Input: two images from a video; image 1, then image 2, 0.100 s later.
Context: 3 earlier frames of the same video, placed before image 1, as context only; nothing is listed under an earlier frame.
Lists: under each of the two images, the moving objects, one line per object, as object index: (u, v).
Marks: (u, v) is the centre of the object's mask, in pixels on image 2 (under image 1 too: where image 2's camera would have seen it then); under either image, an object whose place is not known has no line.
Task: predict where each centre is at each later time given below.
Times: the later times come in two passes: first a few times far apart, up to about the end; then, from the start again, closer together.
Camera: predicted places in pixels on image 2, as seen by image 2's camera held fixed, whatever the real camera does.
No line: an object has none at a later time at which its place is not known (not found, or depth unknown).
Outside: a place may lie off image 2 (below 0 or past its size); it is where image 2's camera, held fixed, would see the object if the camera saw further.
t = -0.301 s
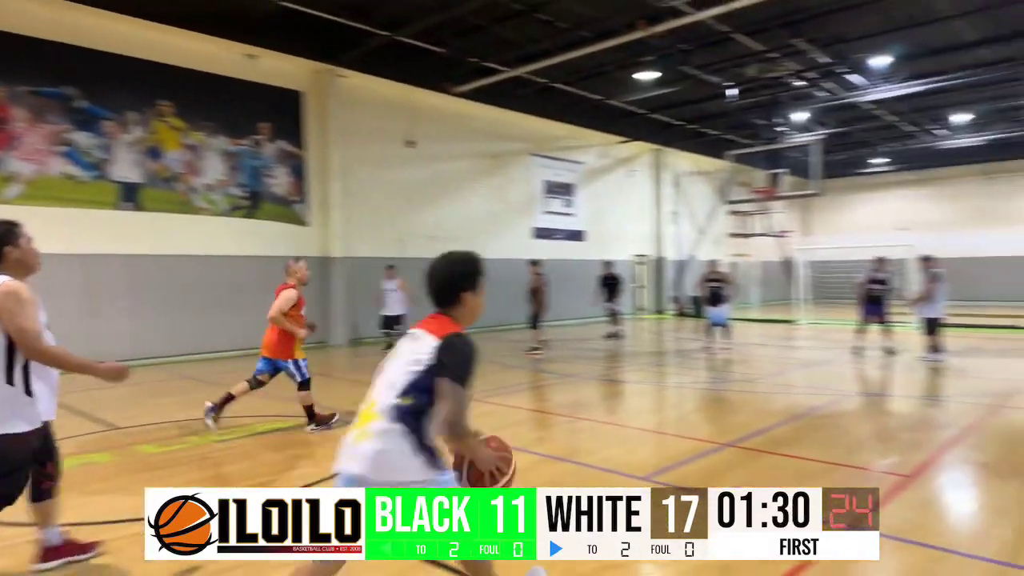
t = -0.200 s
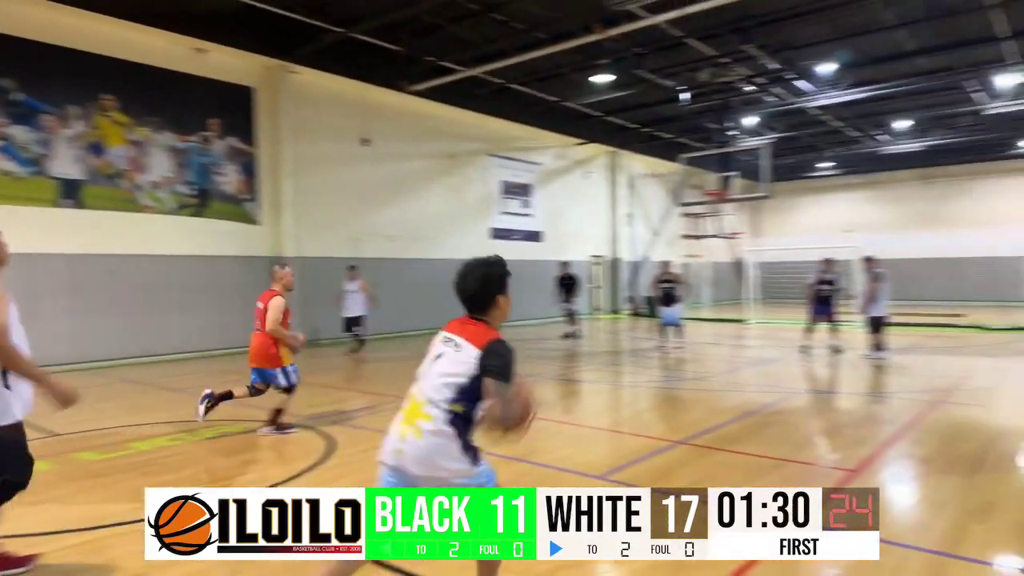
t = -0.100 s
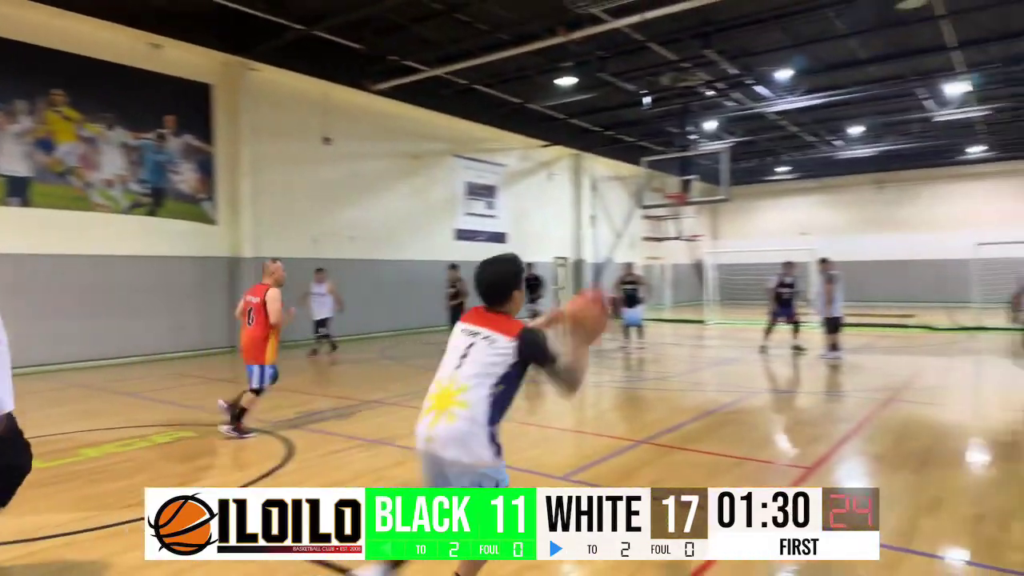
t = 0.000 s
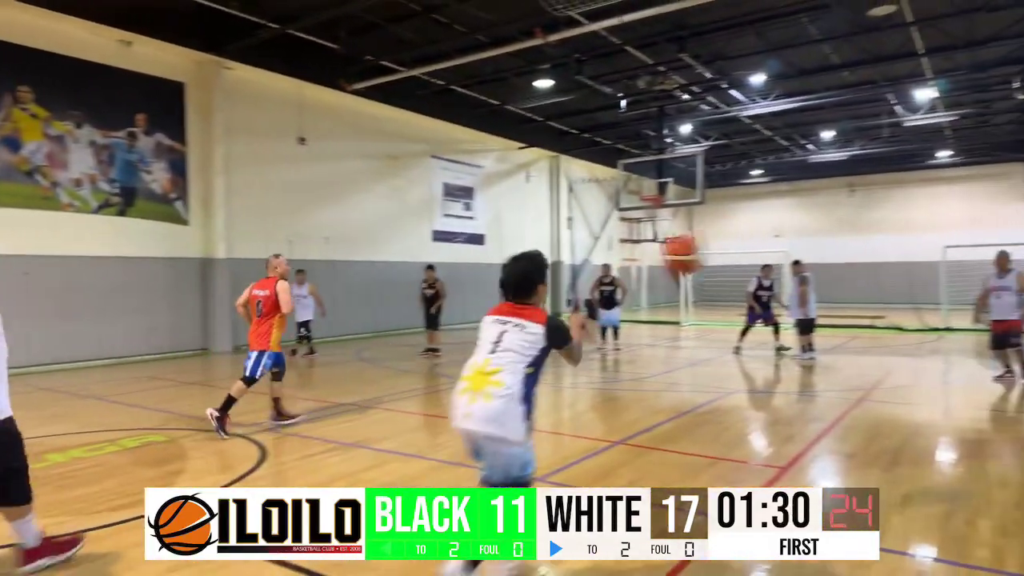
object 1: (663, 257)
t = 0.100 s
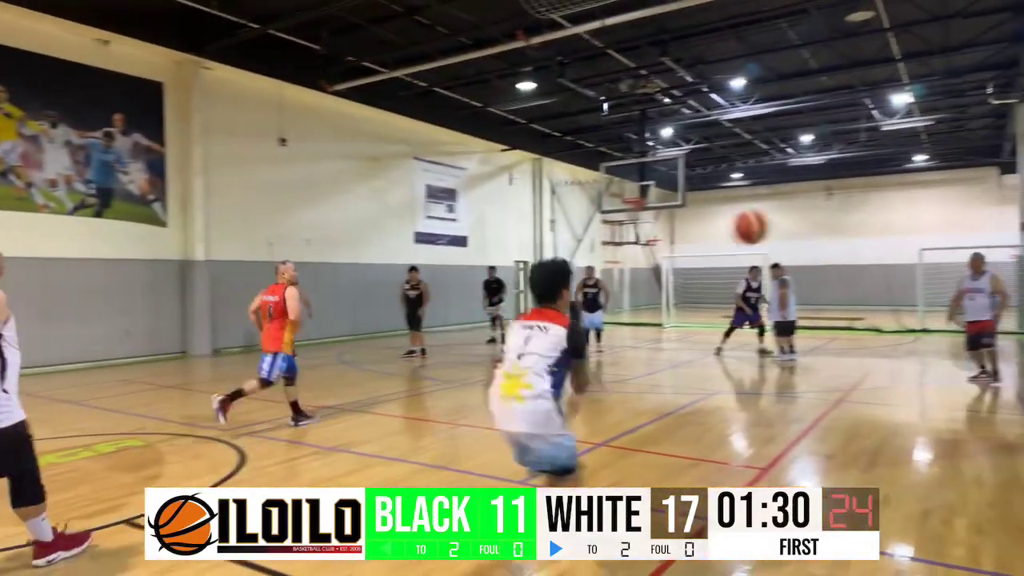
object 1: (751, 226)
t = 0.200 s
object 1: (813, 217)
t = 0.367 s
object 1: (885, 227)
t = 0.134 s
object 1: (771, 223)
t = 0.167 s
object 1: (794, 218)
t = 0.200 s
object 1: (813, 217)
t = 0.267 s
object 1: (843, 218)
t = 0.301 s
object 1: (858, 220)
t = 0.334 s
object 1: (872, 223)
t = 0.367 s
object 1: (885, 227)
